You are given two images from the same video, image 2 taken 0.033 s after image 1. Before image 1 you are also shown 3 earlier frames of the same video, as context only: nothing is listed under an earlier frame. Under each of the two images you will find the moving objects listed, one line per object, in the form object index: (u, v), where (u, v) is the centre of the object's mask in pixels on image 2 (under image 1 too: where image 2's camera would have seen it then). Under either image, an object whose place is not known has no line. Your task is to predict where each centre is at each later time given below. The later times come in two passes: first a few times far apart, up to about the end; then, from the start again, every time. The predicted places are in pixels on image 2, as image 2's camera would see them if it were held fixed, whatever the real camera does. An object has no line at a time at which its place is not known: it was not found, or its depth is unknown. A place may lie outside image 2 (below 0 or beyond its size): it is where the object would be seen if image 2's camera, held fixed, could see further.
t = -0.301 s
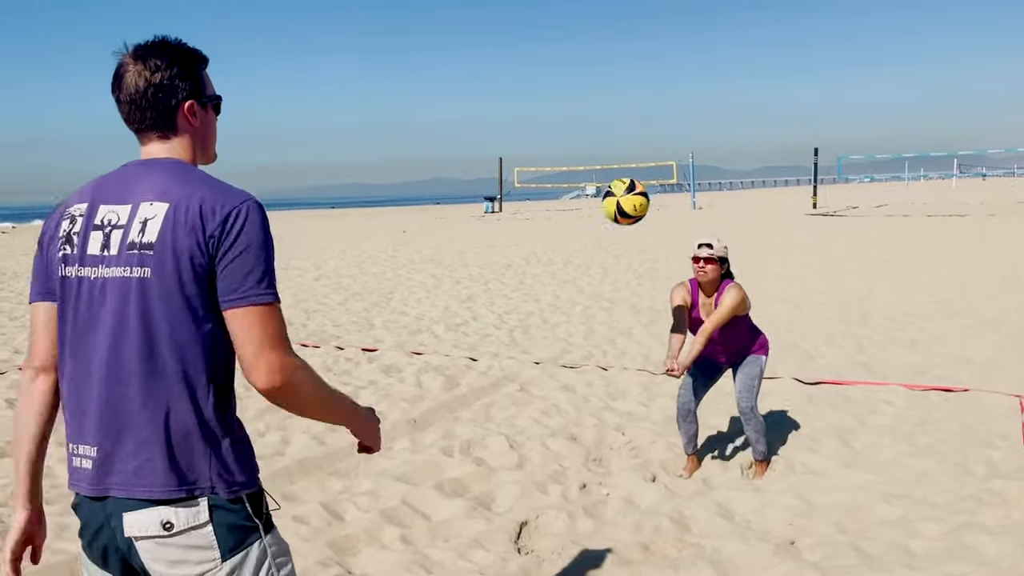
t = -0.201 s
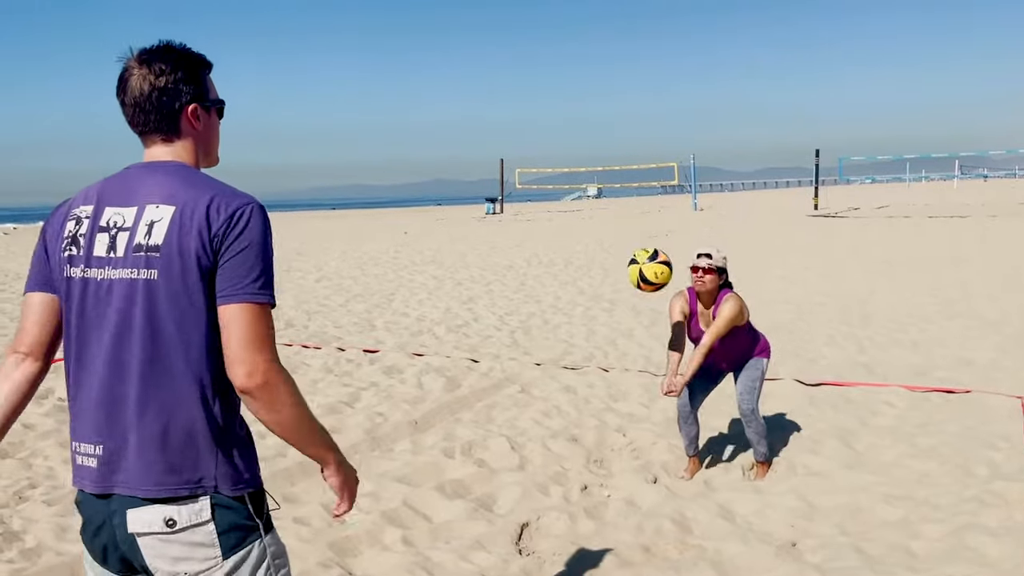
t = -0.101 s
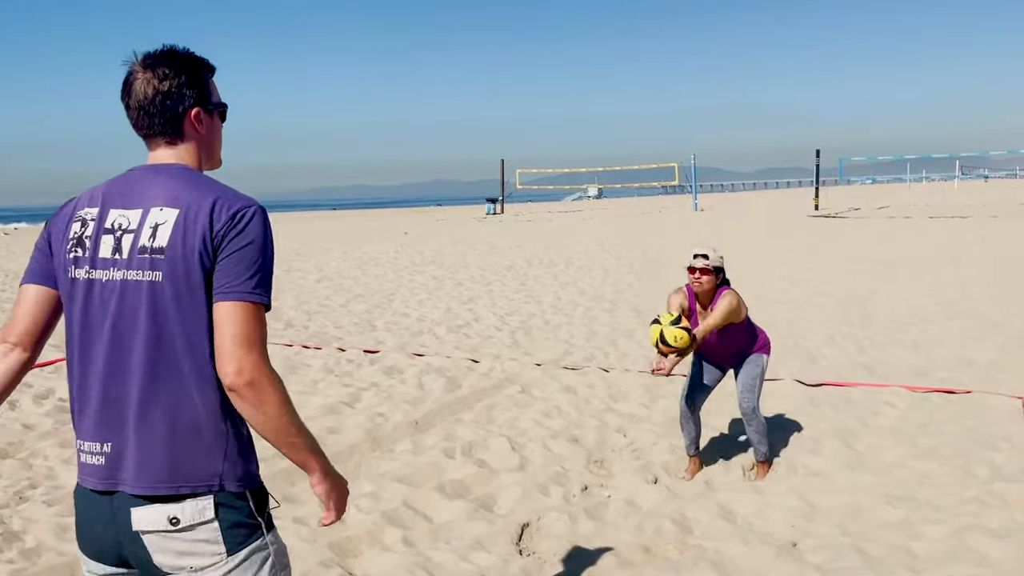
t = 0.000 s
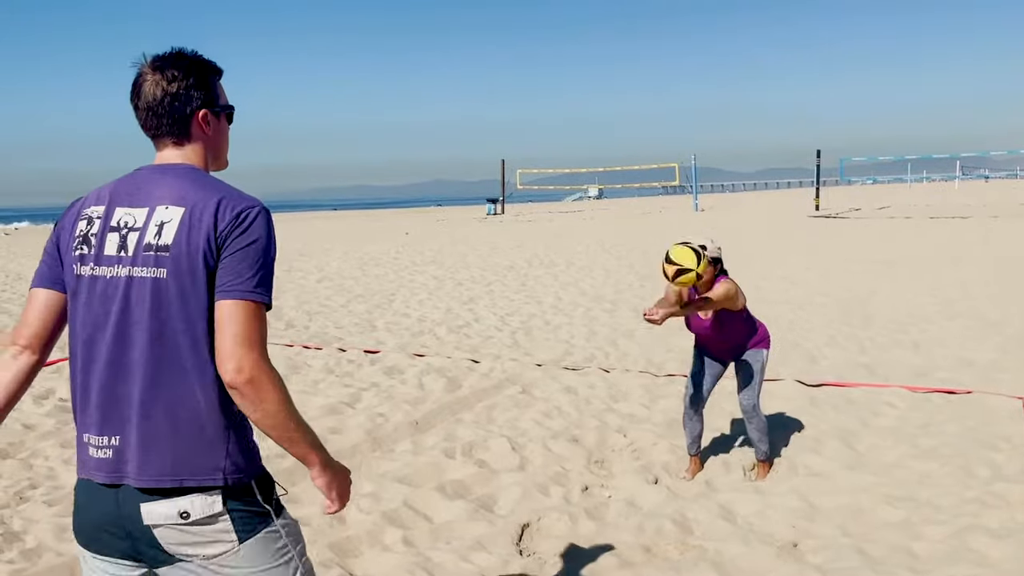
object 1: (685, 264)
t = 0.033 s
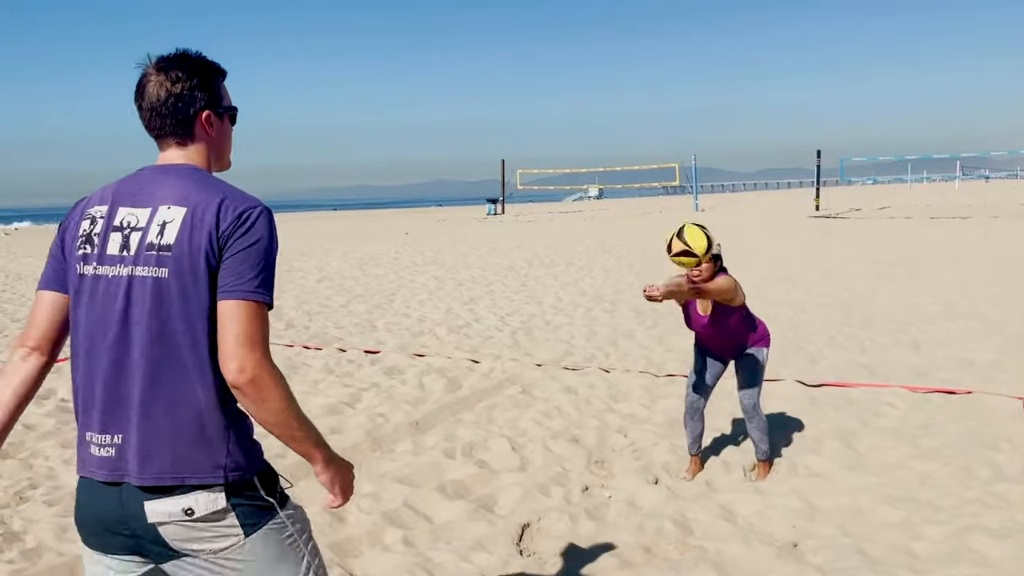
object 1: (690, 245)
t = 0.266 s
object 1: (731, 156)
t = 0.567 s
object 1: (813, 241)
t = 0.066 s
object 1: (695, 227)
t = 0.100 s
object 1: (701, 210)
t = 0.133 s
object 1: (706, 195)
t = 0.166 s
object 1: (712, 183)
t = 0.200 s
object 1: (719, 172)
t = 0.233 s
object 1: (724, 163)
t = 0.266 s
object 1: (731, 156)
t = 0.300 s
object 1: (739, 153)
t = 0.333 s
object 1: (747, 152)
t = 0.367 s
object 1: (755, 153)
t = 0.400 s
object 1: (764, 159)
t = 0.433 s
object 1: (773, 167)
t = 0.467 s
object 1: (782, 179)
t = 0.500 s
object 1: (792, 195)
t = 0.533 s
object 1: (802, 215)
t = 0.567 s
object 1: (813, 241)
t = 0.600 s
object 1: (823, 269)
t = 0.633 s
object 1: (835, 303)
